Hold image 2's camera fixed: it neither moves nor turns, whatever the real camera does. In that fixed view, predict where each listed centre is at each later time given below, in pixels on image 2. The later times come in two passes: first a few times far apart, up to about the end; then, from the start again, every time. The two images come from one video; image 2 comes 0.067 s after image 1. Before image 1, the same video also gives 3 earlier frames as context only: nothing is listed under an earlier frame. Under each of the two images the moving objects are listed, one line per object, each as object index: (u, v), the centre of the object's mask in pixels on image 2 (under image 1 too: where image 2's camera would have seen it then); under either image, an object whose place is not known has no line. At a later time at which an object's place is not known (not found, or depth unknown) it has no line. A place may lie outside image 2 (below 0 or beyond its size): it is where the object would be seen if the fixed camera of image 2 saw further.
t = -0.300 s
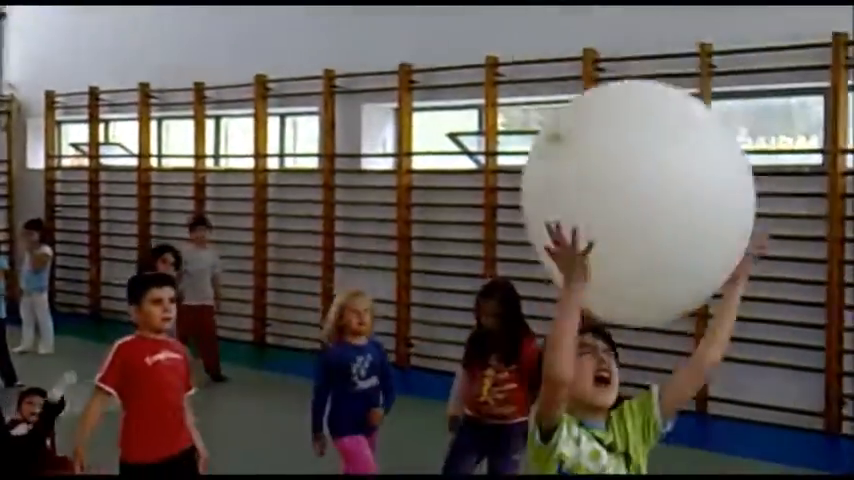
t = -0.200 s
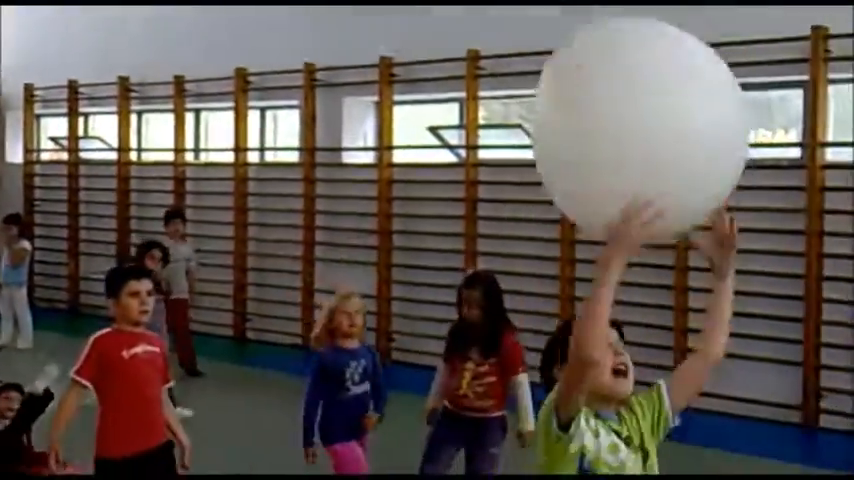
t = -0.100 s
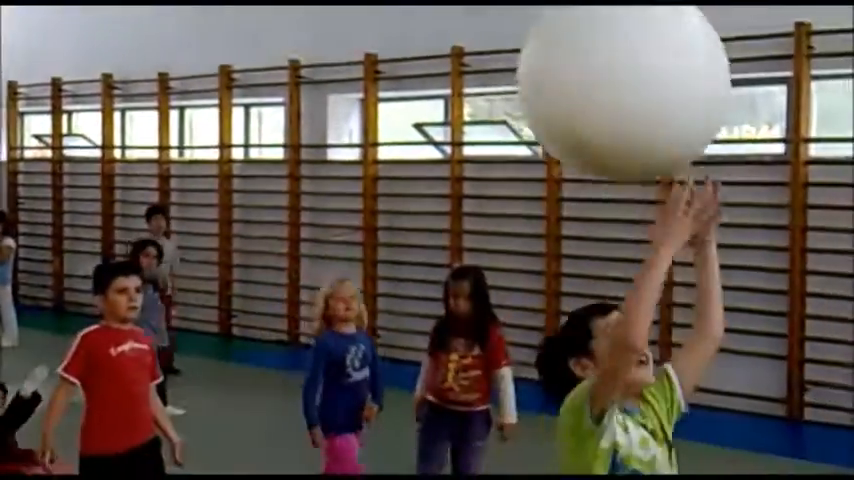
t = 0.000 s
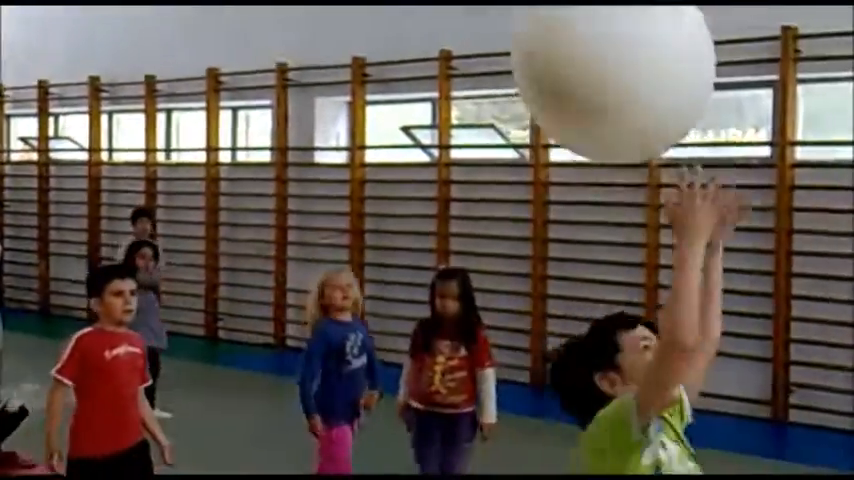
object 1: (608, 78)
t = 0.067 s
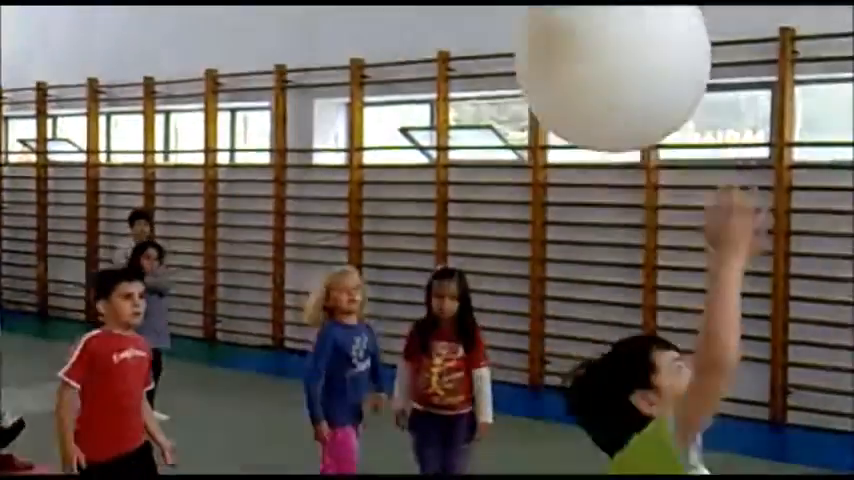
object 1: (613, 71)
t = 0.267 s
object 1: (605, 62)
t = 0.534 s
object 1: (597, 80)
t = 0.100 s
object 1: (612, 70)
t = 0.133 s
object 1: (611, 69)
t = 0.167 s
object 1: (609, 68)
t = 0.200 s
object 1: (607, 66)
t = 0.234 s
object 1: (606, 63)
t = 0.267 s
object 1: (605, 62)
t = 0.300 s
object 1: (601, 61)
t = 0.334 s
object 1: (601, 61)
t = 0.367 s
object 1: (602, 62)
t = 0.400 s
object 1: (599, 64)
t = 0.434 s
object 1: (600, 67)
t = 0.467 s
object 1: (601, 71)
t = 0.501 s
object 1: (600, 72)
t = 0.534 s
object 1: (597, 80)
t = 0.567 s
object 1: (596, 90)
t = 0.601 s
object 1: (595, 98)
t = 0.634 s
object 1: (597, 112)
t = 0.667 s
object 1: (601, 125)
